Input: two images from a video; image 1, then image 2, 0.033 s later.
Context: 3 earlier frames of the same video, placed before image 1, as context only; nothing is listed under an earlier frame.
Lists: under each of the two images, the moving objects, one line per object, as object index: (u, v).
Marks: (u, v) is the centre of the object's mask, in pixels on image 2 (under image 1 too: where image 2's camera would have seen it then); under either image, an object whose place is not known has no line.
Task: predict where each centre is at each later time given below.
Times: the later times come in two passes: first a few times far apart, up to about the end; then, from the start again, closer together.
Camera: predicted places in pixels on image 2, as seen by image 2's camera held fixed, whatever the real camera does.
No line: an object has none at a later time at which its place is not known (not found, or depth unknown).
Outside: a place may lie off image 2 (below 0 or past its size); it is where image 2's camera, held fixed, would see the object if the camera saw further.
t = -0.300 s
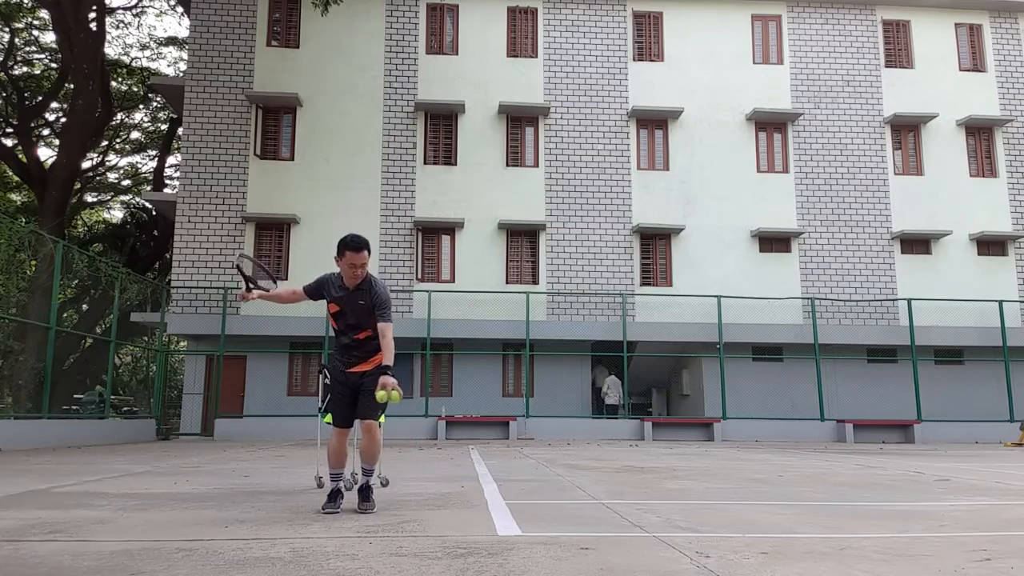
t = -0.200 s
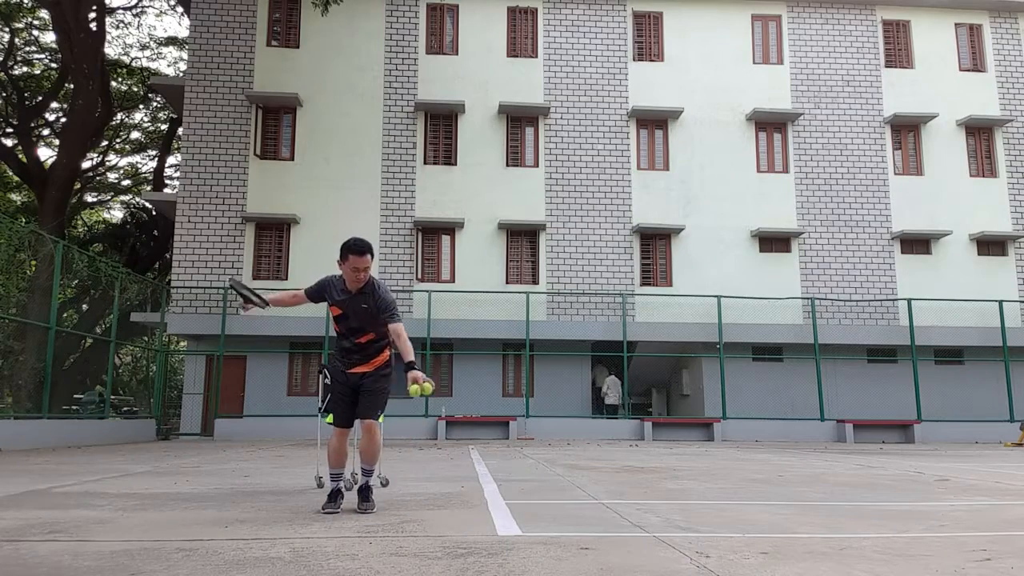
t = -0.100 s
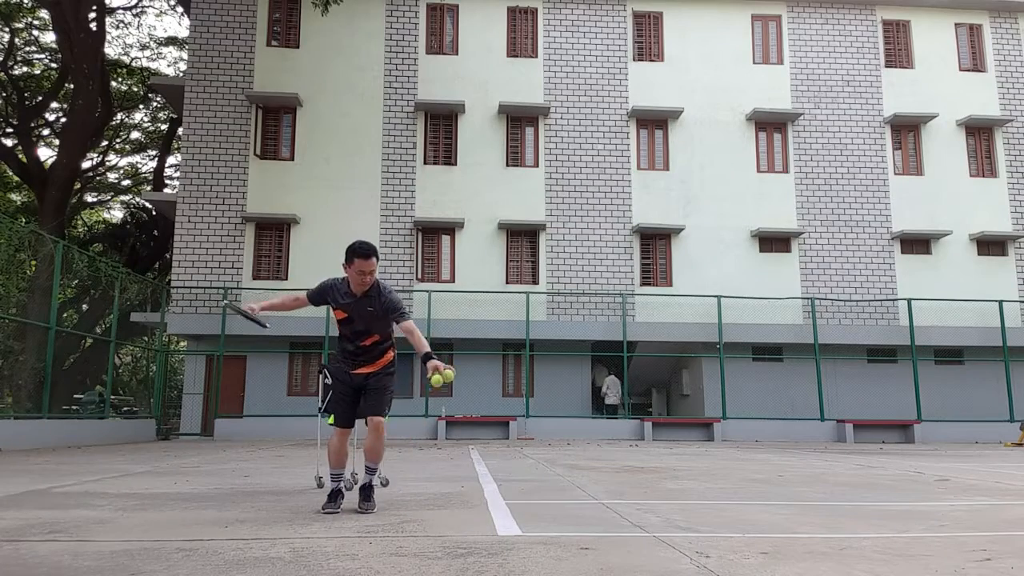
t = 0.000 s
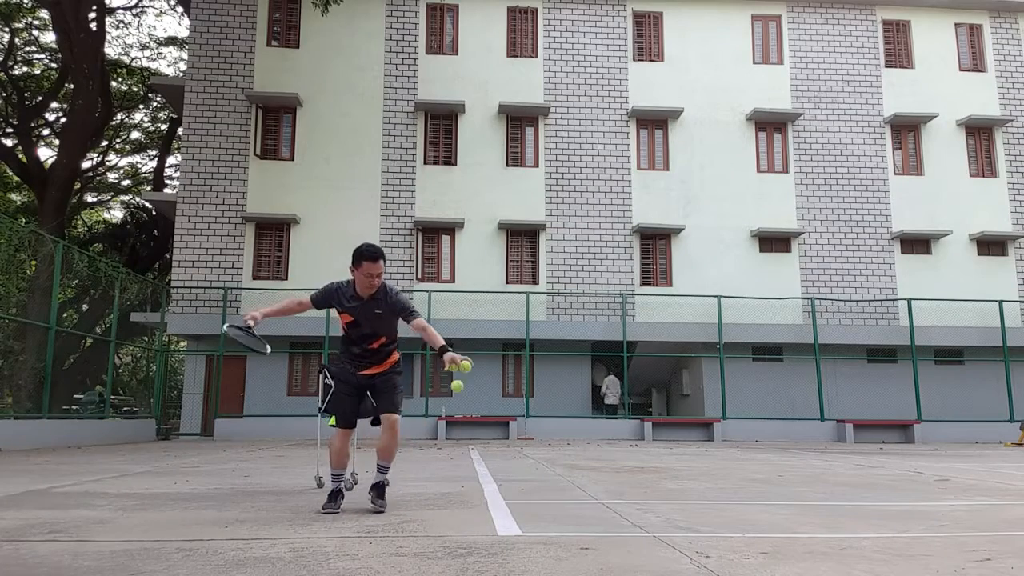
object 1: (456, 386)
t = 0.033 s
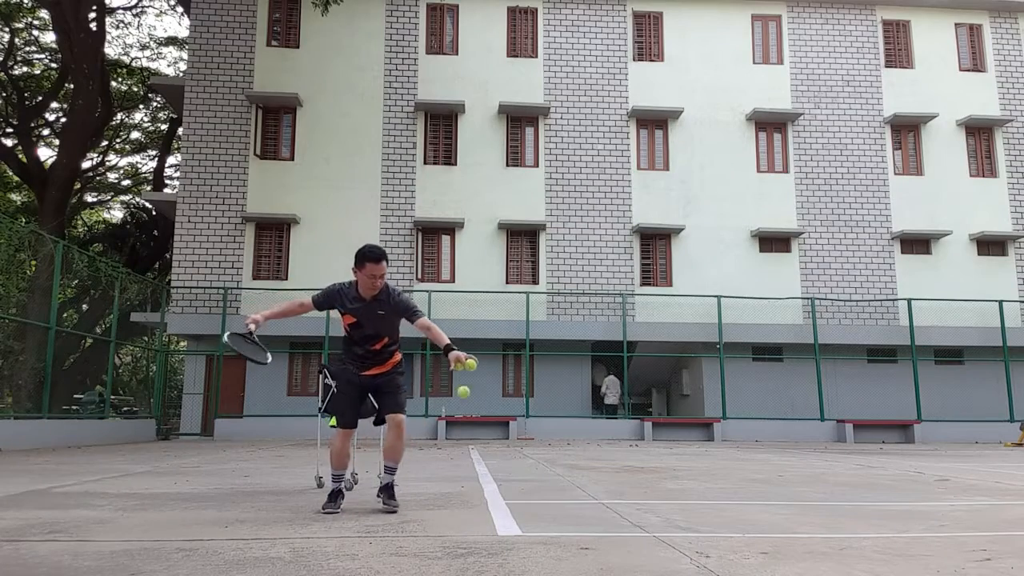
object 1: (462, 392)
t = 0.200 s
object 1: (495, 451)
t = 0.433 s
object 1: (531, 456)
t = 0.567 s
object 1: (548, 426)
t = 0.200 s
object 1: (495, 451)
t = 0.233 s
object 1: (501, 469)
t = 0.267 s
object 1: (507, 490)
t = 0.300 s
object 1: (514, 512)
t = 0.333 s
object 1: (518, 503)
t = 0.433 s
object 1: (531, 456)
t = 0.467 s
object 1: (536, 445)
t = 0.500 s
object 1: (540, 437)
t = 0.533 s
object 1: (544, 430)
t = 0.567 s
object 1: (548, 426)
